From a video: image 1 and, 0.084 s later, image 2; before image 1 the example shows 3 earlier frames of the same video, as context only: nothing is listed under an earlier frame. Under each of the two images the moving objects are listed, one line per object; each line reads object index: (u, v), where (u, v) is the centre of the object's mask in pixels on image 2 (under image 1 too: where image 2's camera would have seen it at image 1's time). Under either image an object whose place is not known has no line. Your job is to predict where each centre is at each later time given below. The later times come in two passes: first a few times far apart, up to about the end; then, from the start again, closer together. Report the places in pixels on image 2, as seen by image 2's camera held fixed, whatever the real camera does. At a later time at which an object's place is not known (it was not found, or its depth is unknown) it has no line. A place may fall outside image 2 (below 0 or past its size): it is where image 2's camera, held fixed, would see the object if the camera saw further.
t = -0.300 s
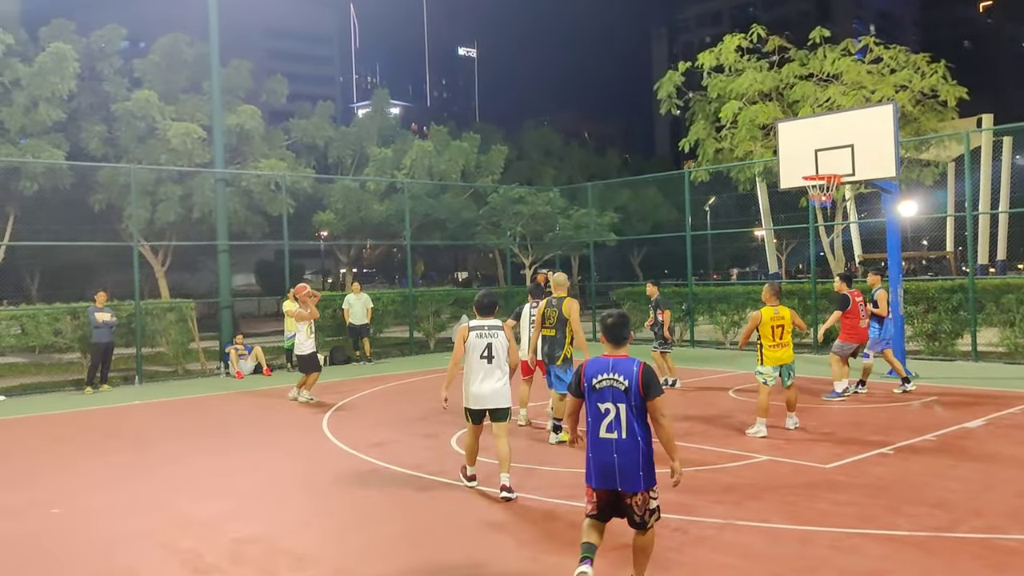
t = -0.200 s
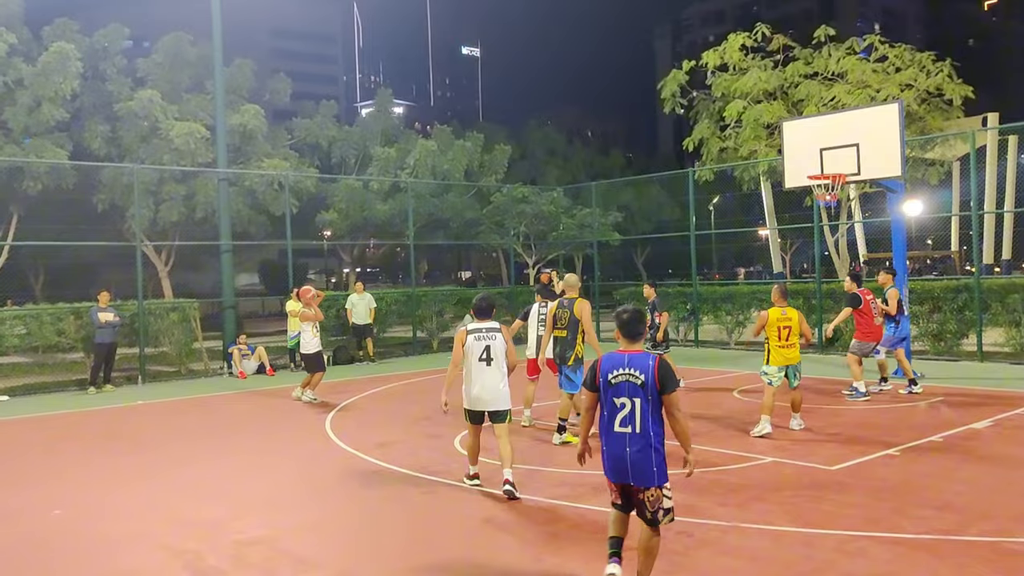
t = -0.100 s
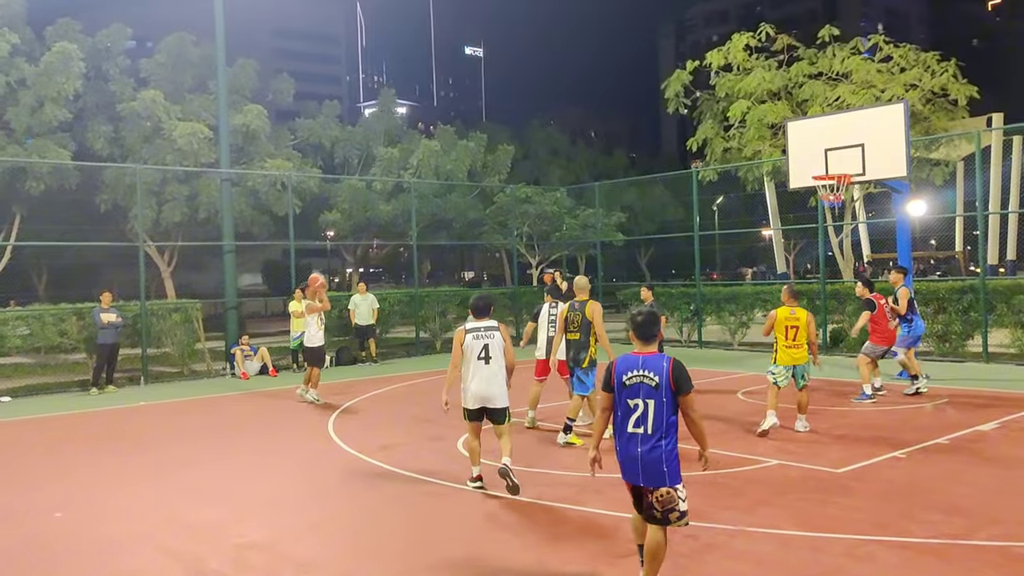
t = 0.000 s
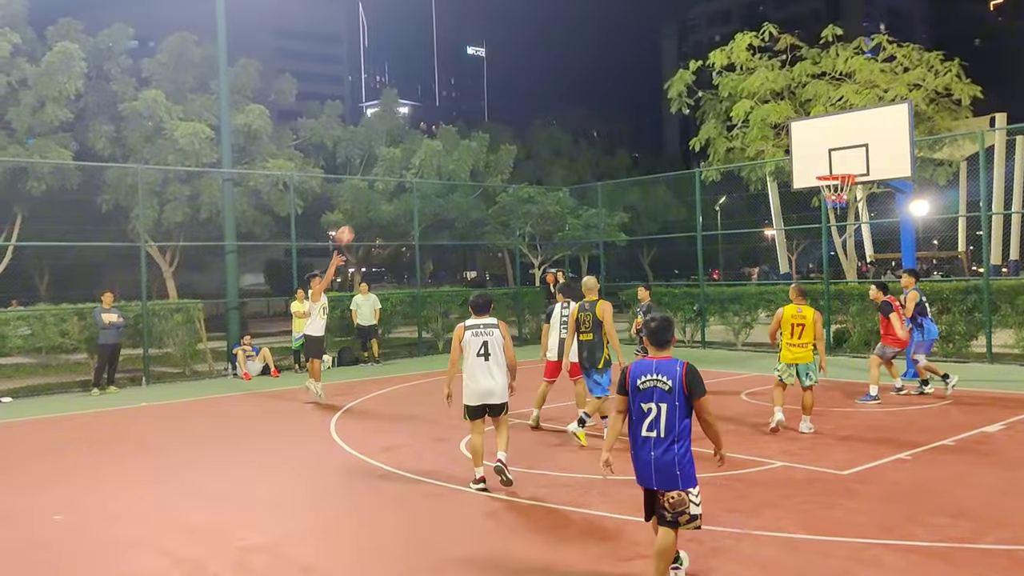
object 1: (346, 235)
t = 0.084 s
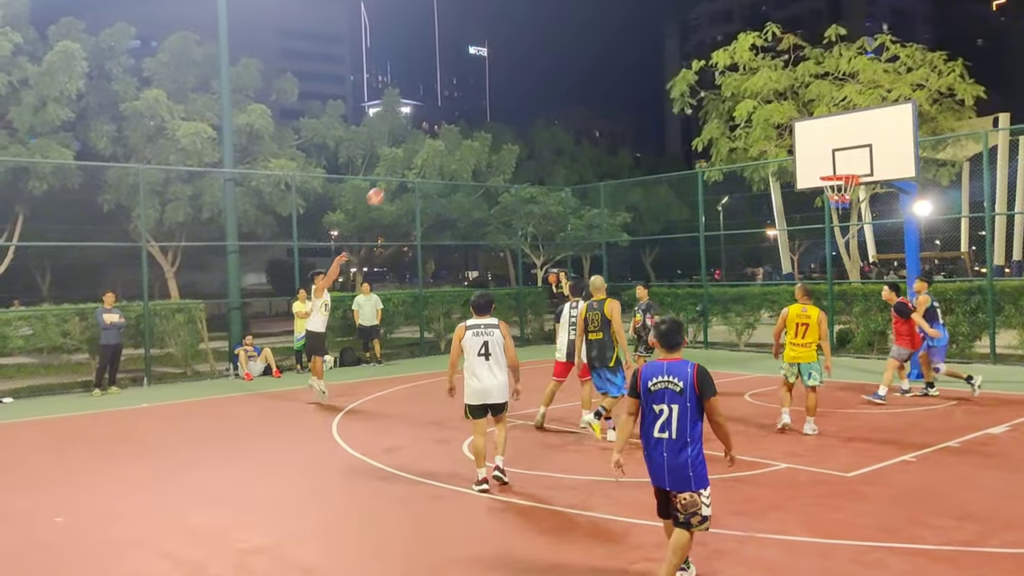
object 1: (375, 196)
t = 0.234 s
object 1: (429, 138)
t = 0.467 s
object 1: (511, 77)
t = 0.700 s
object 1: (595, 53)
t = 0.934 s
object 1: (681, 65)
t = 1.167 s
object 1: (768, 116)
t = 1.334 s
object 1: (827, 170)
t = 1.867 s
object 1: (792, 179)
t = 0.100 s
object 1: (381, 189)
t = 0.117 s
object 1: (387, 183)
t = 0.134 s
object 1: (393, 176)
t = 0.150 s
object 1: (399, 169)
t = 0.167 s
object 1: (405, 163)
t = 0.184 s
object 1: (411, 156)
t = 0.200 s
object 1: (417, 150)
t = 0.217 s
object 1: (422, 144)
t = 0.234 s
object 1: (429, 138)
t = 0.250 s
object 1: (435, 132)
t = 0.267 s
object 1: (440, 127)
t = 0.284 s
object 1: (446, 122)
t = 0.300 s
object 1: (452, 117)
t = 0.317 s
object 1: (458, 112)
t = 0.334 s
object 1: (464, 108)
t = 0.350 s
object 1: (470, 104)
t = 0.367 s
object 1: (476, 99)
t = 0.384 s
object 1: (482, 95)
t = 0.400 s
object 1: (488, 91)
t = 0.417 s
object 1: (494, 87)
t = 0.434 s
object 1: (500, 83)
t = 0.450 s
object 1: (506, 80)
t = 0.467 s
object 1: (511, 77)
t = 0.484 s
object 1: (517, 74)
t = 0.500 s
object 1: (523, 71)
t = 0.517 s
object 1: (529, 69)
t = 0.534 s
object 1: (535, 66)
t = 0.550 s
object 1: (541, 64)
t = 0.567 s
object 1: (547, 62)
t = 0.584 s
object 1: (553, 61)
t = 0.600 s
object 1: (560, 59)
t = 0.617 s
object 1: (566, 58)
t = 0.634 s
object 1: (571, 57)
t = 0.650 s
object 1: (577, 56)
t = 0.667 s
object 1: (583, 55)
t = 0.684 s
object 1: (589, 54)
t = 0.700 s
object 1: (595, 53)
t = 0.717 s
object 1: (602, 52)
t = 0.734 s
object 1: (608, 52)
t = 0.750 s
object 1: (614, 52)
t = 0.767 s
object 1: (620, 52)
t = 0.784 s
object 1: (626, 53)
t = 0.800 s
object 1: (633, 54)
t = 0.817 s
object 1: (639, 54)
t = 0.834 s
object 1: (645, 56)
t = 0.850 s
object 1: (651, 57)
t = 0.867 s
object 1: (657, 58)
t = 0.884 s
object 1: (663, 59)
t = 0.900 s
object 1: (669, 61)
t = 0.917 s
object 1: (675, 63)
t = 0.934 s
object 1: (681, 65)
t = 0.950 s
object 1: (687, 67)
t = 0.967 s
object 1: (694, 70)
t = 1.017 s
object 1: (712, 78)
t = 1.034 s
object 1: (718, 81)
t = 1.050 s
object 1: (724, 85)
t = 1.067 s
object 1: (731, 89)
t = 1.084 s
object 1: (738, 93)
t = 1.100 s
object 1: (743, 97)
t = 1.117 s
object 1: (750, 101)
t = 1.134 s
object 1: (756, 106)
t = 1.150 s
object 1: (761, 111)
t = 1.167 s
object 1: (768, 116)
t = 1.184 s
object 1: (774, 121)
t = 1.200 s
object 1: (781, 126)
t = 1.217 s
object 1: (786, 132)
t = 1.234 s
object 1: (792, 136)
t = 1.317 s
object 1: (822, 169)
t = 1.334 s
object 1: (827, 170)
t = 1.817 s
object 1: (799, 172)
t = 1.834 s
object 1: (796, 174)
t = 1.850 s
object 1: (794, 177)
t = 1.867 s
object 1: (792, 179)
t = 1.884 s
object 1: (789, 182)
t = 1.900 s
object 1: (787, 185)
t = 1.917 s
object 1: (785, 188)
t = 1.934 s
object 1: (785, 191)
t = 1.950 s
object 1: (782, 195)
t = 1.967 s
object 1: (781, 198)
